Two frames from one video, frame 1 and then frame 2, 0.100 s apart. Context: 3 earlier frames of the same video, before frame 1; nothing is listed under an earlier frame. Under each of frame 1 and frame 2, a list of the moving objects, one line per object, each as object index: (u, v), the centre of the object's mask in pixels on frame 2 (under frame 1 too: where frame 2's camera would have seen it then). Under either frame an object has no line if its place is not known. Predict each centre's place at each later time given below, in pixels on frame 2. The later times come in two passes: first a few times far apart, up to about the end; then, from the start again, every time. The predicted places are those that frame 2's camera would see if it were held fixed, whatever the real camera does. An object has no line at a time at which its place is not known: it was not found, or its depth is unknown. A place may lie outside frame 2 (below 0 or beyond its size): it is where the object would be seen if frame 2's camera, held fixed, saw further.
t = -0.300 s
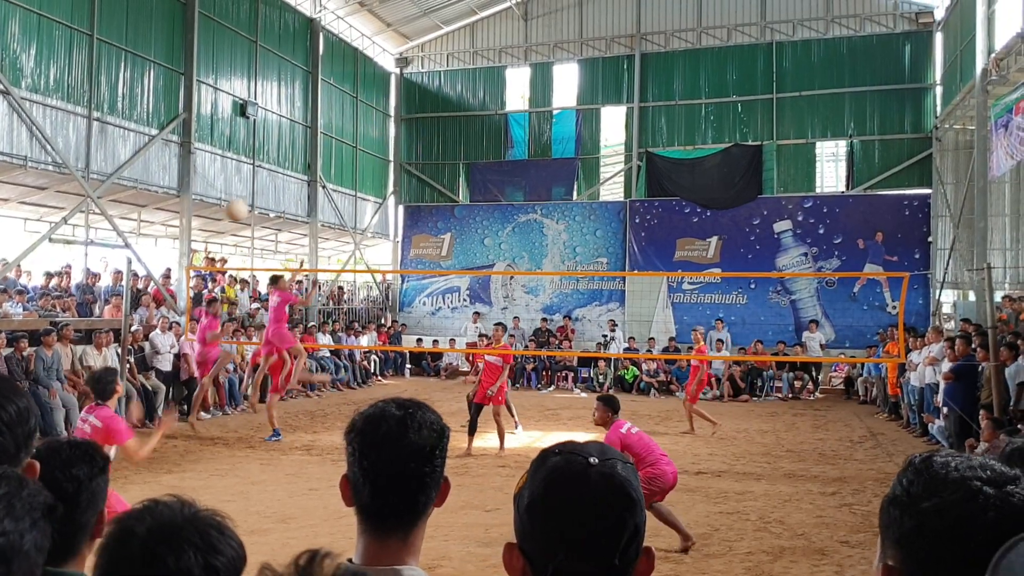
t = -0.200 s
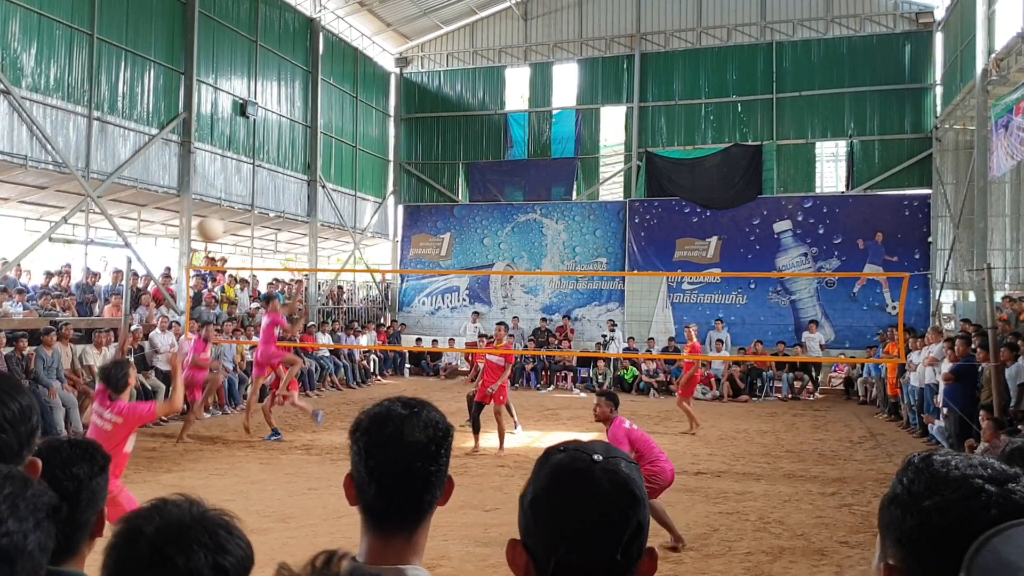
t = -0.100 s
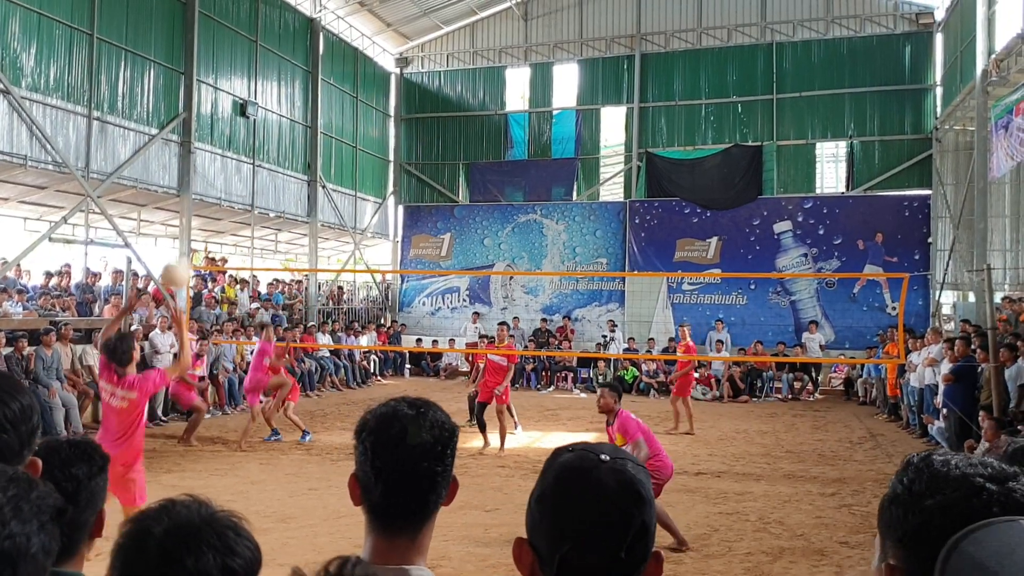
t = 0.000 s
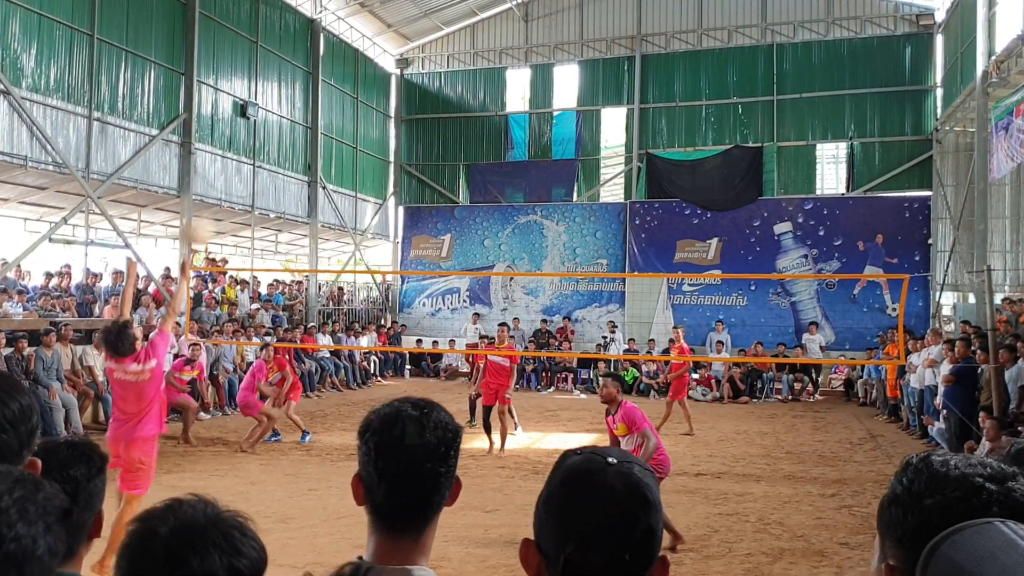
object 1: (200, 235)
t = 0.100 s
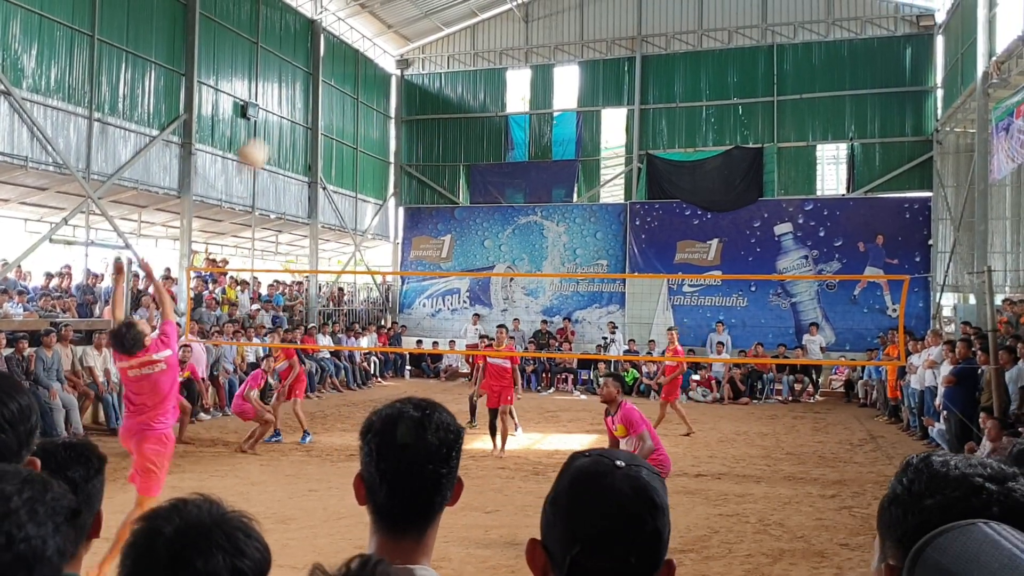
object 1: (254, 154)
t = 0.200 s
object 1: (303, 96)
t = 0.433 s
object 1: (400, 25)
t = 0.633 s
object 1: (467, 24)
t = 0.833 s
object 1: (523, 61)
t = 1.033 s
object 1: (571, 130)
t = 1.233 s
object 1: (610, 223)
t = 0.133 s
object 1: (268, 134)
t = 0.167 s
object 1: (285, 115)
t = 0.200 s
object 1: (303, 96)
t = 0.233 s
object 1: (316, 82)
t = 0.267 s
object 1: (331, 68)
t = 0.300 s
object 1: (345, 57)
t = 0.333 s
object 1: (359, 47)
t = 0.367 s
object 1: (374, 37)
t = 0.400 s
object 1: (387, 31)
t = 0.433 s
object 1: (400, 25)
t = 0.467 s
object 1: (412, 22)
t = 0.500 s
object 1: (422, 20)
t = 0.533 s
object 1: (435, 19)
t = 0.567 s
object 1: (446, 19)
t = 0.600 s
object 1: (456, 21)
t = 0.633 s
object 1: (467, 24)
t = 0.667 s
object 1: (477, 27)
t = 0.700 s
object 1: (487, 32)
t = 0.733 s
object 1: (497, 38)
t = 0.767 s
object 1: (507, 45)
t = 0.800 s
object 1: (516, 53)
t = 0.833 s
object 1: (523, 61)
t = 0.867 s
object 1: (532, 71)
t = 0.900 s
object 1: (540, 82)
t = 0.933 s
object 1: (547, 93)
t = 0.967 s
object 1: (555, 105)
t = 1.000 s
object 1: (563, 118)
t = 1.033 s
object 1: (571, 130)
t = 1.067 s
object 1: (578, 145)
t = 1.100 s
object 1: (584, 159)
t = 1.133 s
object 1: (590, 173)
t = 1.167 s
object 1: (596, 189)
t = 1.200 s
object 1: (604, 207)
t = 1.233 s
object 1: (610, 223)
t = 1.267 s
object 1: (616, 241)
